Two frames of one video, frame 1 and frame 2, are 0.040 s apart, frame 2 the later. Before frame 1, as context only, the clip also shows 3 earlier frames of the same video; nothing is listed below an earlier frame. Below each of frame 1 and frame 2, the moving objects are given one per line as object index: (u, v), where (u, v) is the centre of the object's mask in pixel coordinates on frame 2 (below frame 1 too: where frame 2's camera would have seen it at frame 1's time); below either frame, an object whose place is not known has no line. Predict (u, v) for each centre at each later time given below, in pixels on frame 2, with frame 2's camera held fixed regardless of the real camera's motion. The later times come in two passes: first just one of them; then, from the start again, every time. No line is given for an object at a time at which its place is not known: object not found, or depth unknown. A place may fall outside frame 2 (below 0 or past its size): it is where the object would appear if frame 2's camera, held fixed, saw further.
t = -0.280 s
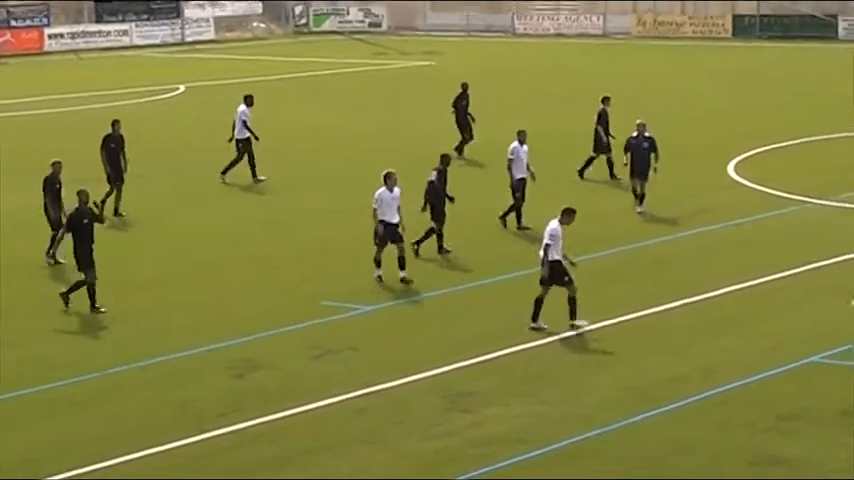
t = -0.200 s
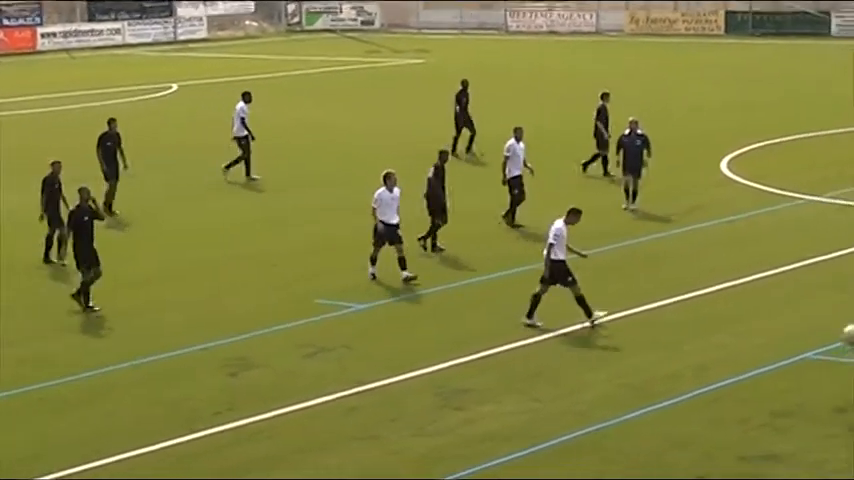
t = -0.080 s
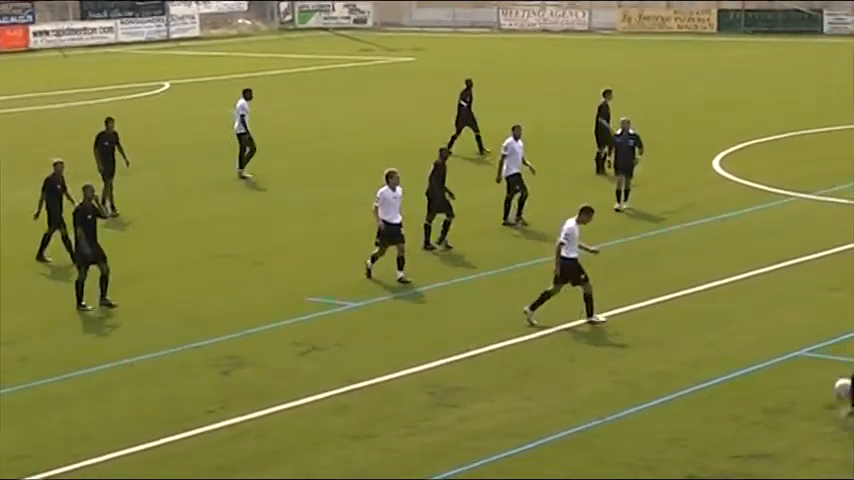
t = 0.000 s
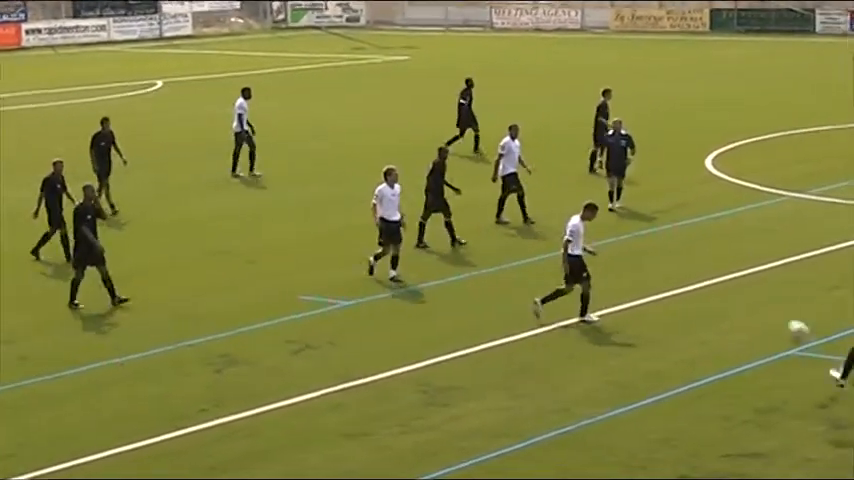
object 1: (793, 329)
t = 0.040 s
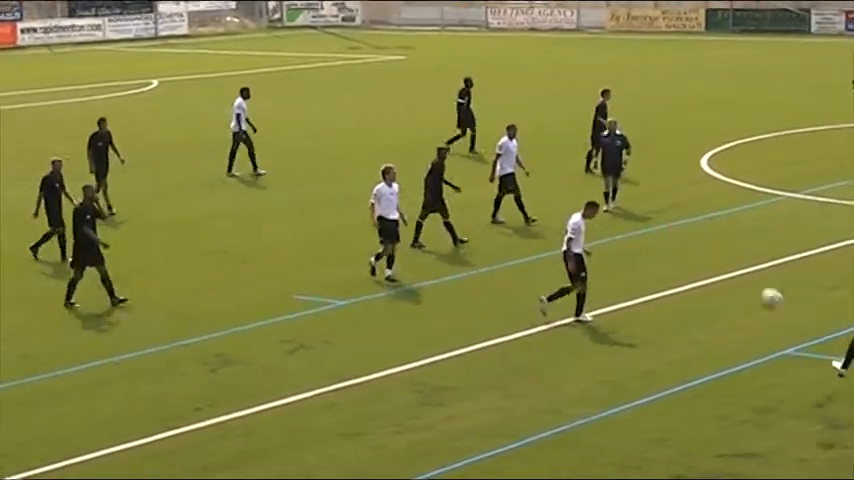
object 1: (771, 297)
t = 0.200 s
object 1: (689, 193)
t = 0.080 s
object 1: (749, 269)
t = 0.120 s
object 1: (730, 241)
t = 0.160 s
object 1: (709, 217)
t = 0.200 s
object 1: (689, 193)
